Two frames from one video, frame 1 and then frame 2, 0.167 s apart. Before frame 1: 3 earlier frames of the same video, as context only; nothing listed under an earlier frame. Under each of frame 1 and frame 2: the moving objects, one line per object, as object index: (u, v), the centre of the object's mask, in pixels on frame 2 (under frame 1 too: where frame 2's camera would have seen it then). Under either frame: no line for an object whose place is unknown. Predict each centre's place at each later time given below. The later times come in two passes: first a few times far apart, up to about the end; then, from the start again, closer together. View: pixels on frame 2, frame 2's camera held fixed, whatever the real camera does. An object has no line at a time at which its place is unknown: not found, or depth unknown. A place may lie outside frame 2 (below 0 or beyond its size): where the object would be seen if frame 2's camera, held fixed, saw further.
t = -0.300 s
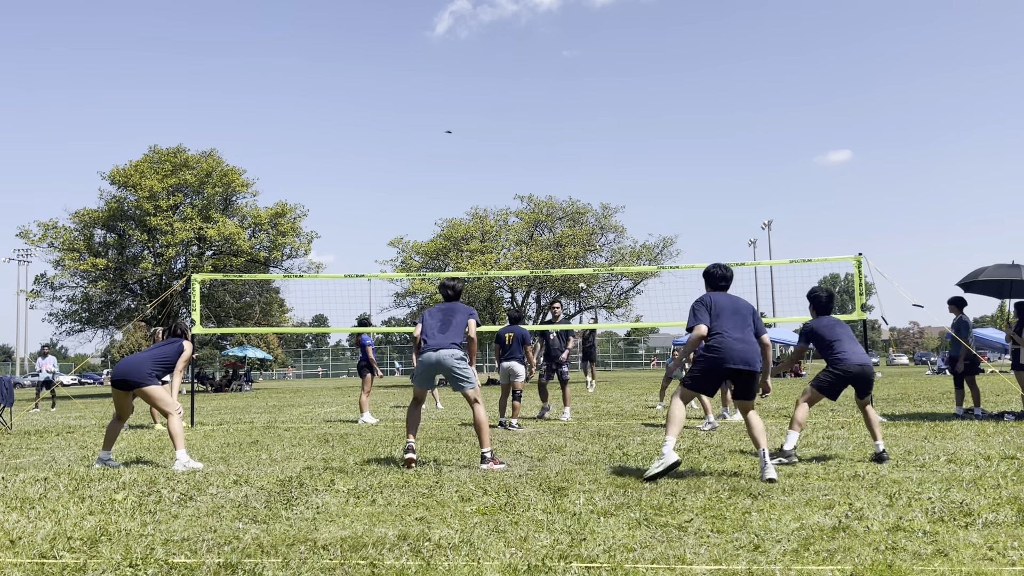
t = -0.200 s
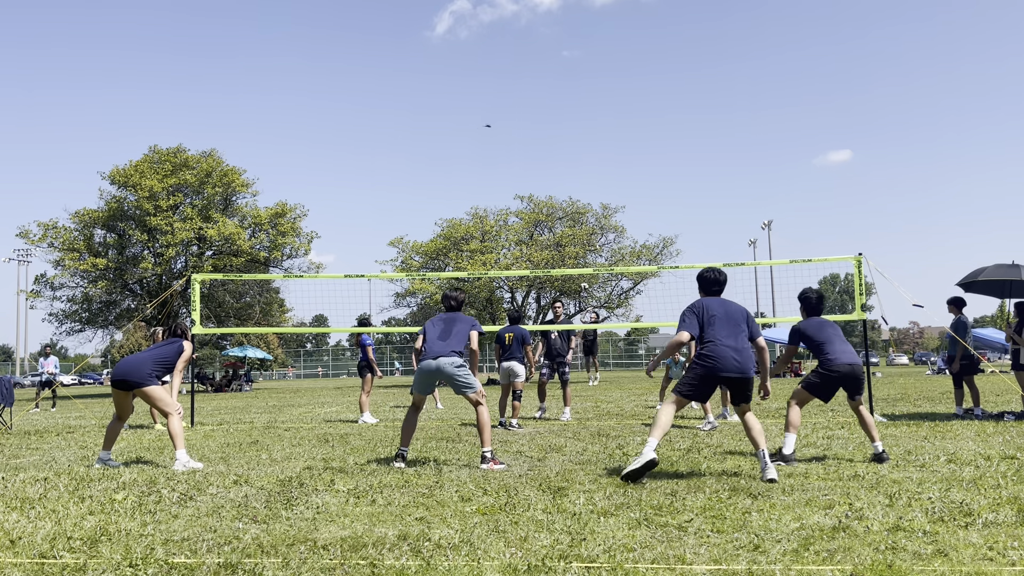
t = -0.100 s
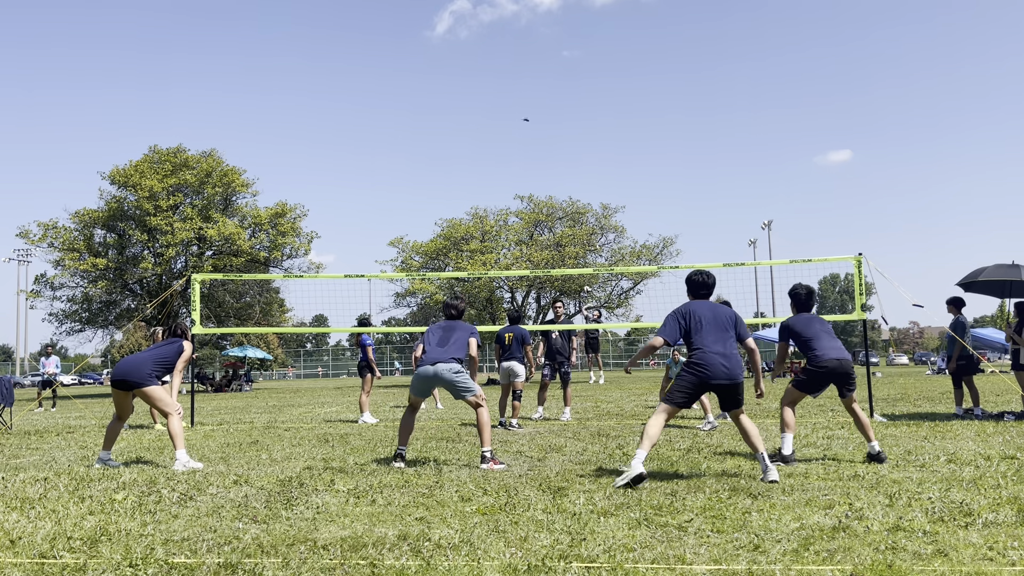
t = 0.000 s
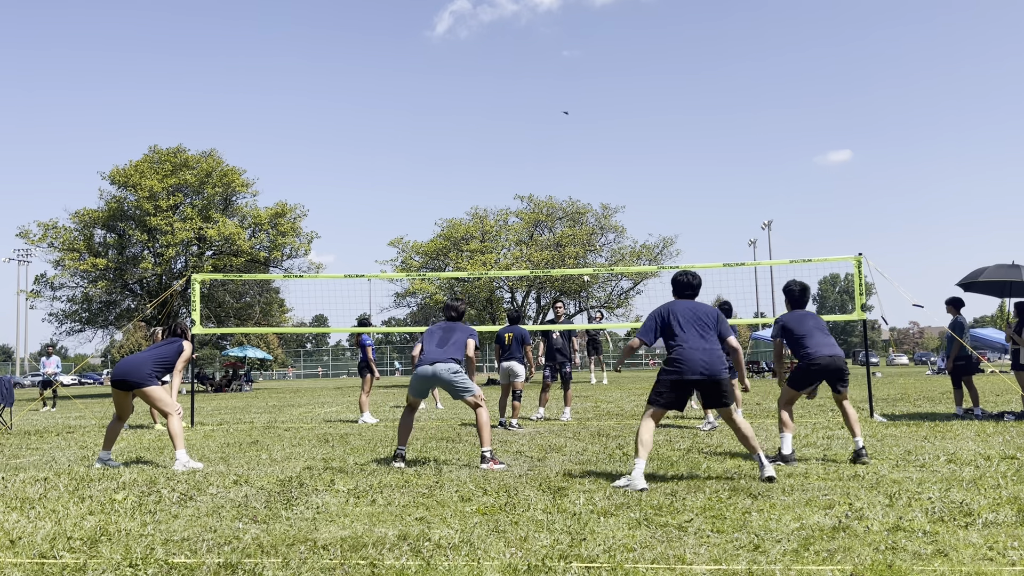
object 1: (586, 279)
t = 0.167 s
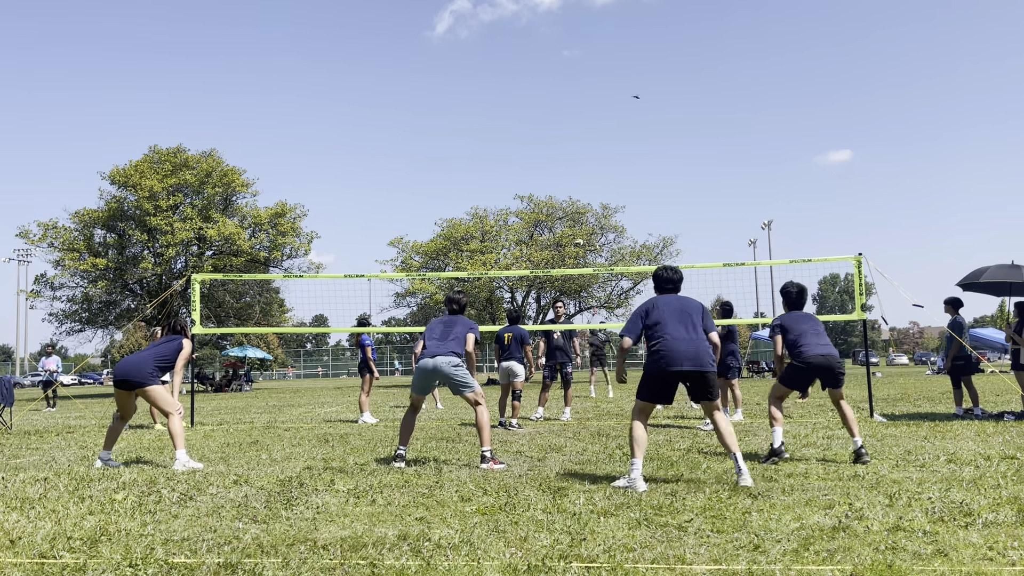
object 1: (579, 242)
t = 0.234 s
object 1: (576, 231)
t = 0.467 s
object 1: (566, 198)
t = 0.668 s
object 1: (555, 189)
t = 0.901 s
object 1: (541, 207)
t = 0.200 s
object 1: (577, 236)
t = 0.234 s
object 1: (576, 231)
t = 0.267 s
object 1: (574, 225)
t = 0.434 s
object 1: (567, 201)
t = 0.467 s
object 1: (566, 198)
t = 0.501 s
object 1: (564, 195)
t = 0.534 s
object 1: (563, 193)
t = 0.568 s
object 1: (561, 191)
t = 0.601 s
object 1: (559, 189)
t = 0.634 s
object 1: (557, 189)
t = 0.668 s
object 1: (555, 189)
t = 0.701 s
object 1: (553, 189)
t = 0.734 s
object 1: (551, 190)
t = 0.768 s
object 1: (549, 192)
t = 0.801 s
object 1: (547, 195)
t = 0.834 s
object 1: (545, 198)
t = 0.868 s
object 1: (544, 202)
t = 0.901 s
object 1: (541, 207)
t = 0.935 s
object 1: (539, 214)
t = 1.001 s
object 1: (533, 229)
